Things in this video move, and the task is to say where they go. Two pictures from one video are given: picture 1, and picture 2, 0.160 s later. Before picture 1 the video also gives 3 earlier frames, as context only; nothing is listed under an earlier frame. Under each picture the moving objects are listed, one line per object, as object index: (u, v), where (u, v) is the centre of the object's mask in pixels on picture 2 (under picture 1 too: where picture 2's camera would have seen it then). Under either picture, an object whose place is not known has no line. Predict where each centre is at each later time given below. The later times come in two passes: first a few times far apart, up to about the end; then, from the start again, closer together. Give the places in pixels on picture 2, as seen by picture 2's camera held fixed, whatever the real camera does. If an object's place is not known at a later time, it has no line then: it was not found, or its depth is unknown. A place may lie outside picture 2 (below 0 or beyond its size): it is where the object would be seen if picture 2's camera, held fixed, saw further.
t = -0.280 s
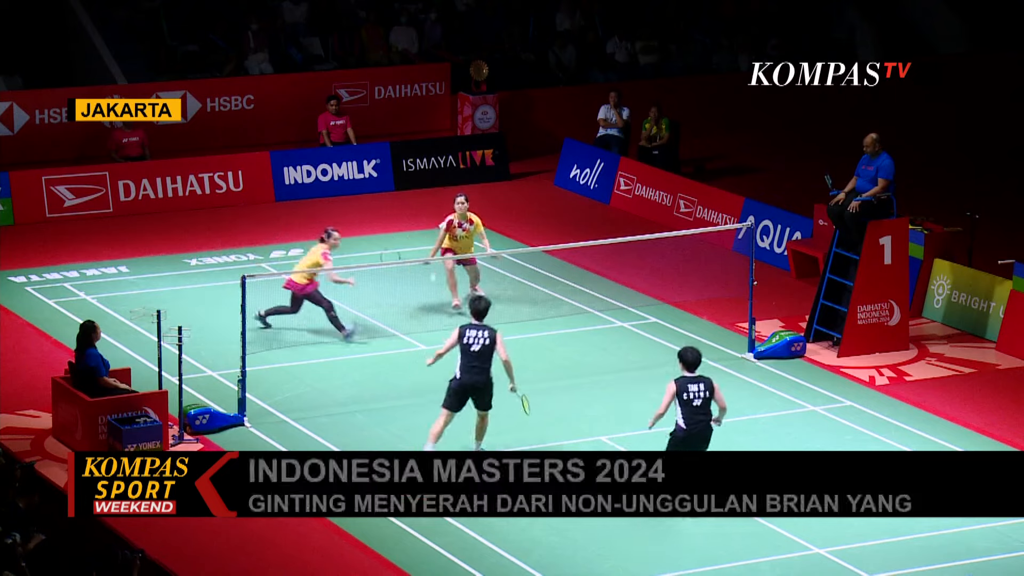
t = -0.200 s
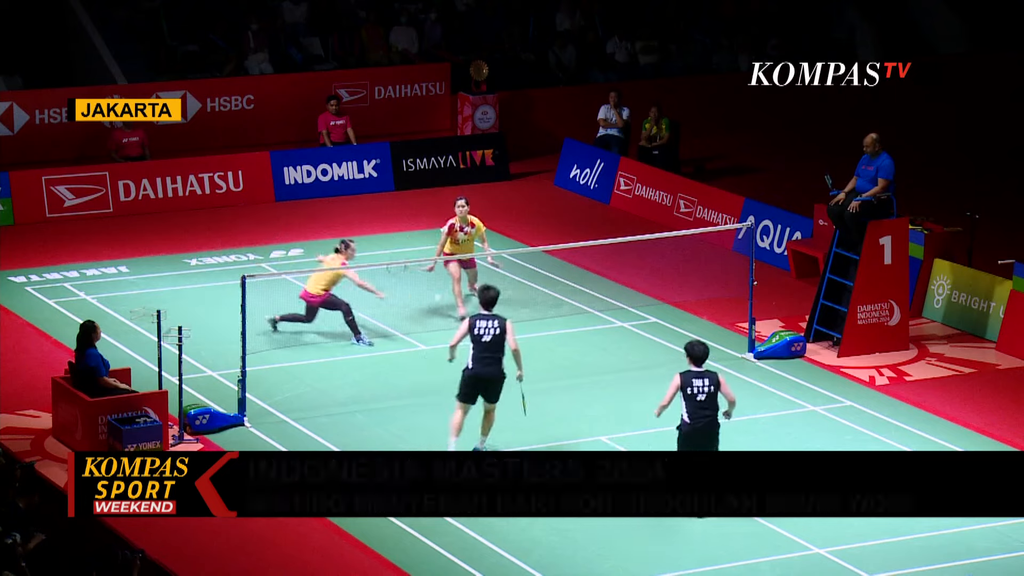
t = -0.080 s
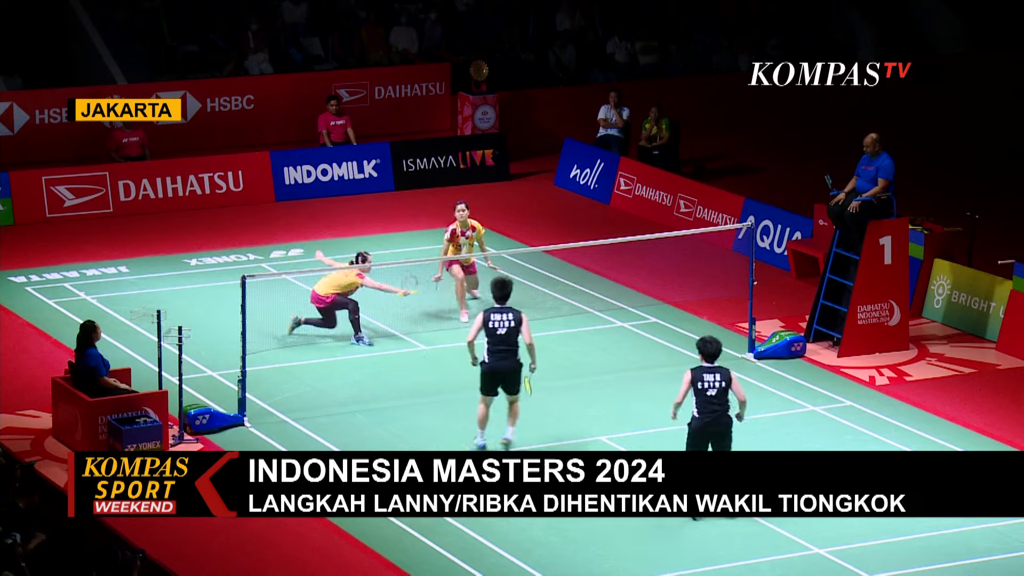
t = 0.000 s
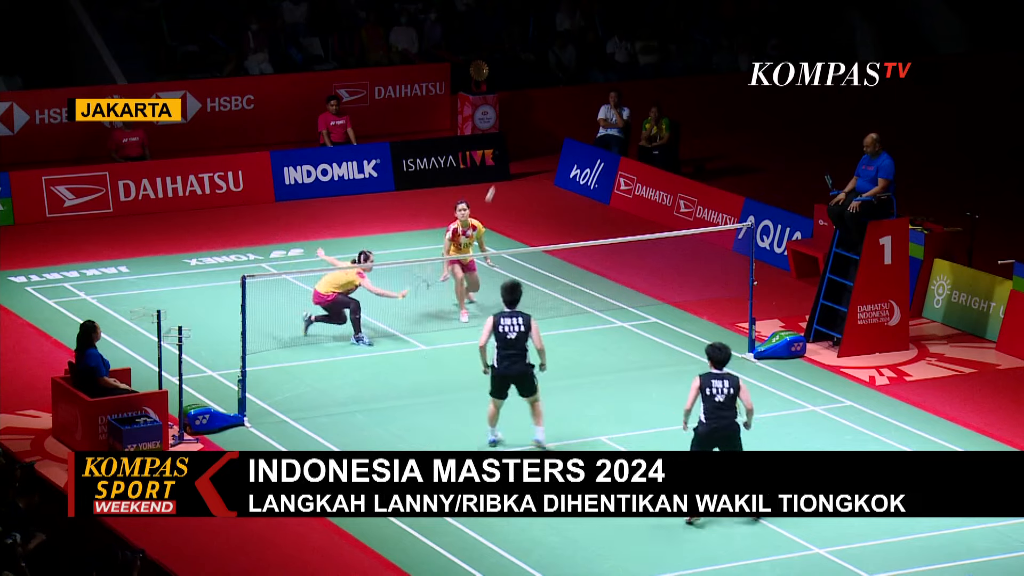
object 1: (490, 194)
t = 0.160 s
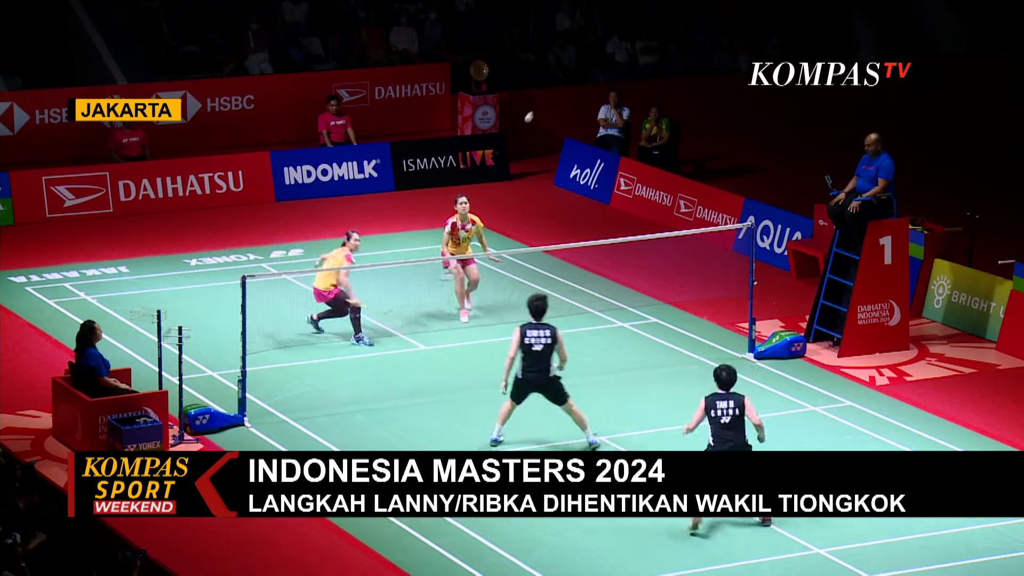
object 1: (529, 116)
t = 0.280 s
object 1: (552, 85)
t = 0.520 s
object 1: (591, 70)
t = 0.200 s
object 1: (537, 104)
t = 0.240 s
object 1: (545, 93)
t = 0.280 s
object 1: (552, 85)
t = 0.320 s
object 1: (560, 78)
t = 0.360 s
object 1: (567, 74)
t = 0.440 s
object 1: (580, 69)
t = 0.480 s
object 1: (585, 69)
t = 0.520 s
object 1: (591, 70)
